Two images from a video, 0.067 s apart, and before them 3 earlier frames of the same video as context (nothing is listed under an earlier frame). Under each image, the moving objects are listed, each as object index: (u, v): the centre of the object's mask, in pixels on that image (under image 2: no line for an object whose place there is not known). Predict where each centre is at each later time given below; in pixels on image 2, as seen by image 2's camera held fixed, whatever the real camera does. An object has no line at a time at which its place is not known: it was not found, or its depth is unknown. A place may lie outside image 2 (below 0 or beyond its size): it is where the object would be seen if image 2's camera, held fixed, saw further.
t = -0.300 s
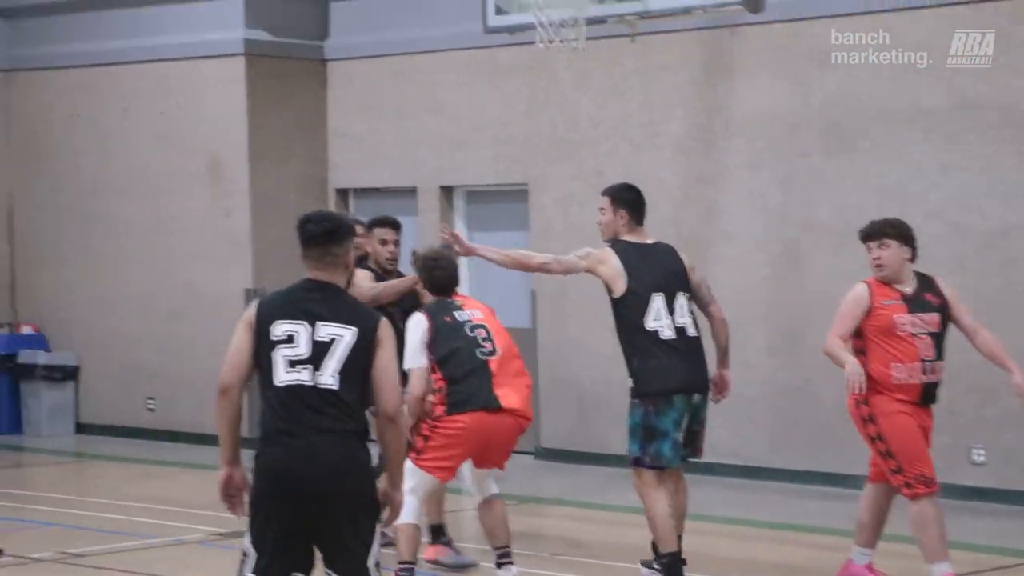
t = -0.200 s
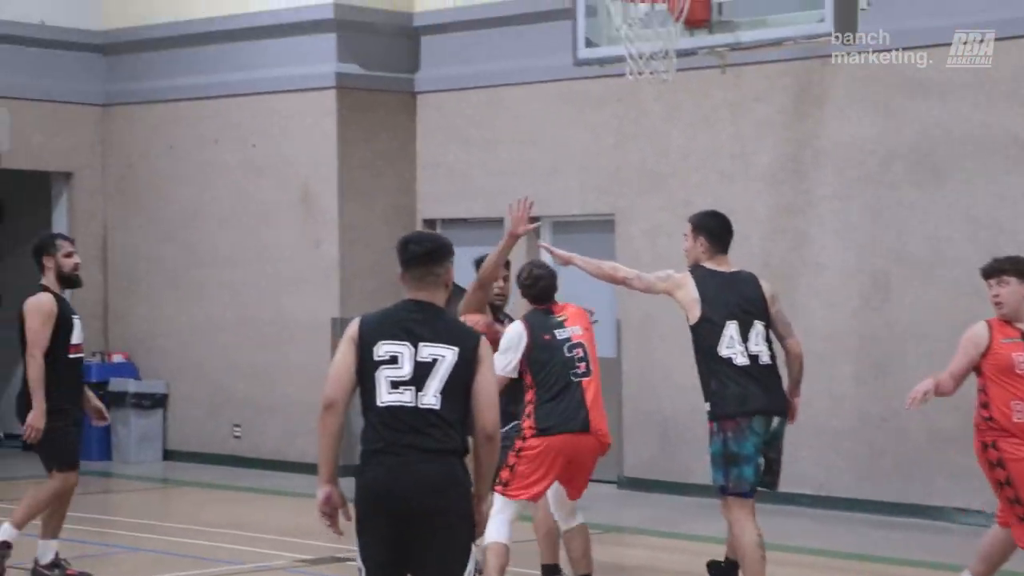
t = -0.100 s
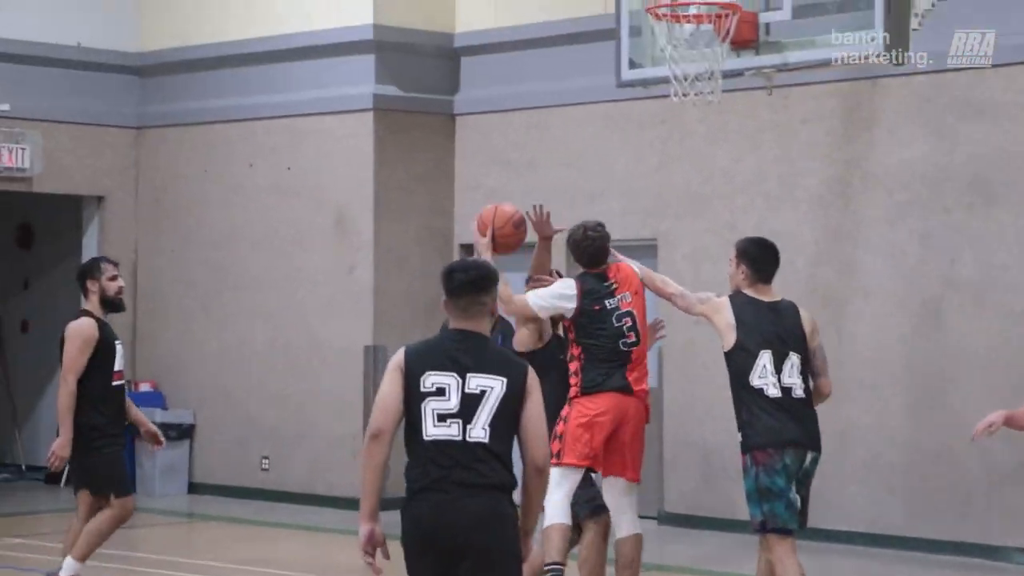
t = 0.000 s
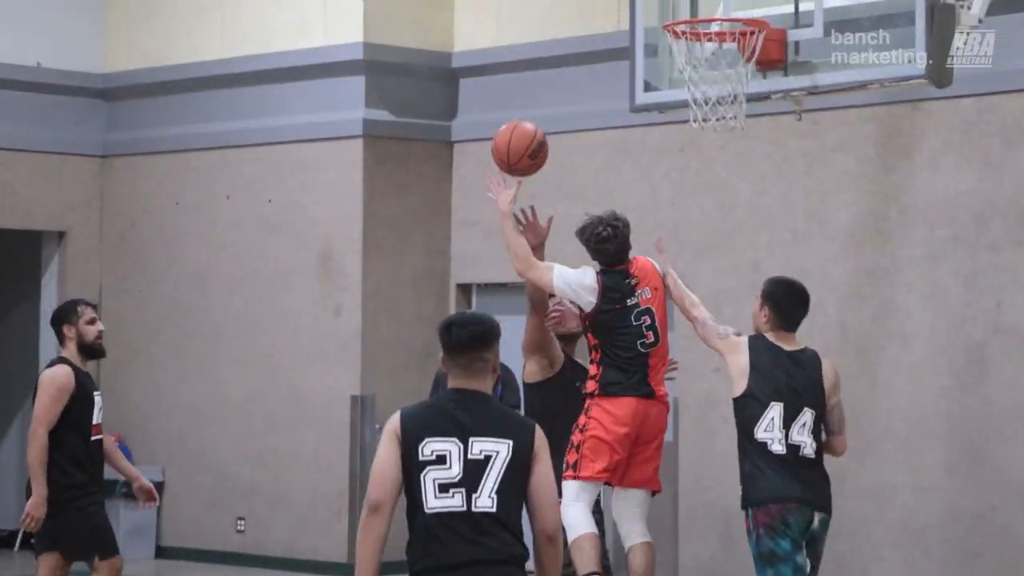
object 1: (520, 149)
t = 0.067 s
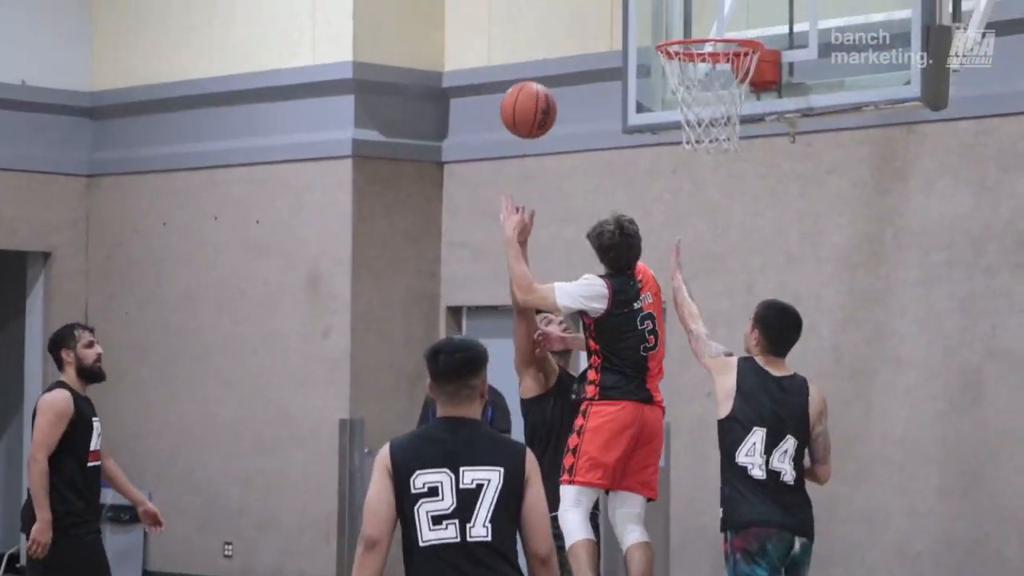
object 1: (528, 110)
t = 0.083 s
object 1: (533, 97)
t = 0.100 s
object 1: (537, 84)
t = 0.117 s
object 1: (541, 72)
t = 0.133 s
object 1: (546, 61)
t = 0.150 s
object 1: (550, 51)
